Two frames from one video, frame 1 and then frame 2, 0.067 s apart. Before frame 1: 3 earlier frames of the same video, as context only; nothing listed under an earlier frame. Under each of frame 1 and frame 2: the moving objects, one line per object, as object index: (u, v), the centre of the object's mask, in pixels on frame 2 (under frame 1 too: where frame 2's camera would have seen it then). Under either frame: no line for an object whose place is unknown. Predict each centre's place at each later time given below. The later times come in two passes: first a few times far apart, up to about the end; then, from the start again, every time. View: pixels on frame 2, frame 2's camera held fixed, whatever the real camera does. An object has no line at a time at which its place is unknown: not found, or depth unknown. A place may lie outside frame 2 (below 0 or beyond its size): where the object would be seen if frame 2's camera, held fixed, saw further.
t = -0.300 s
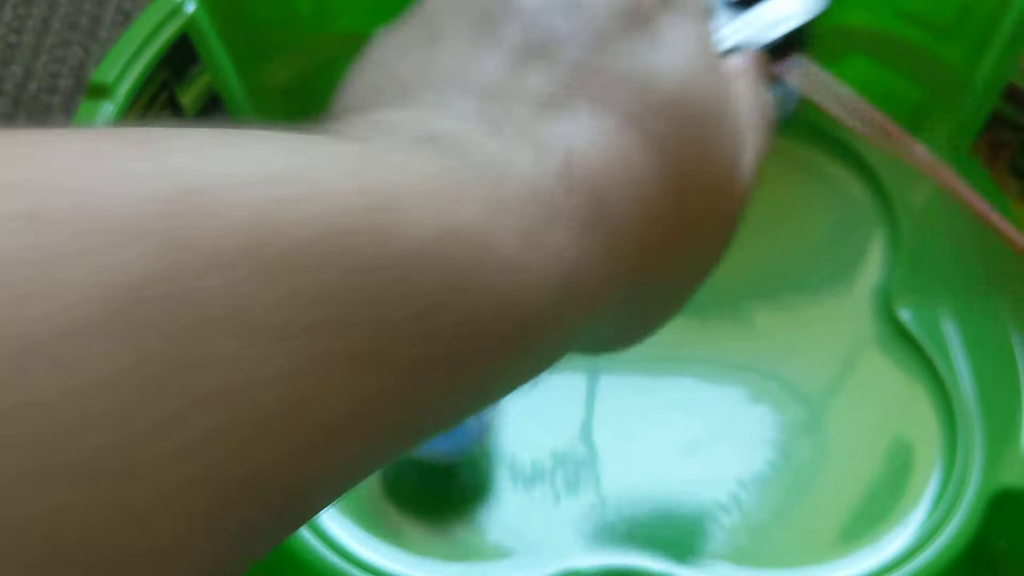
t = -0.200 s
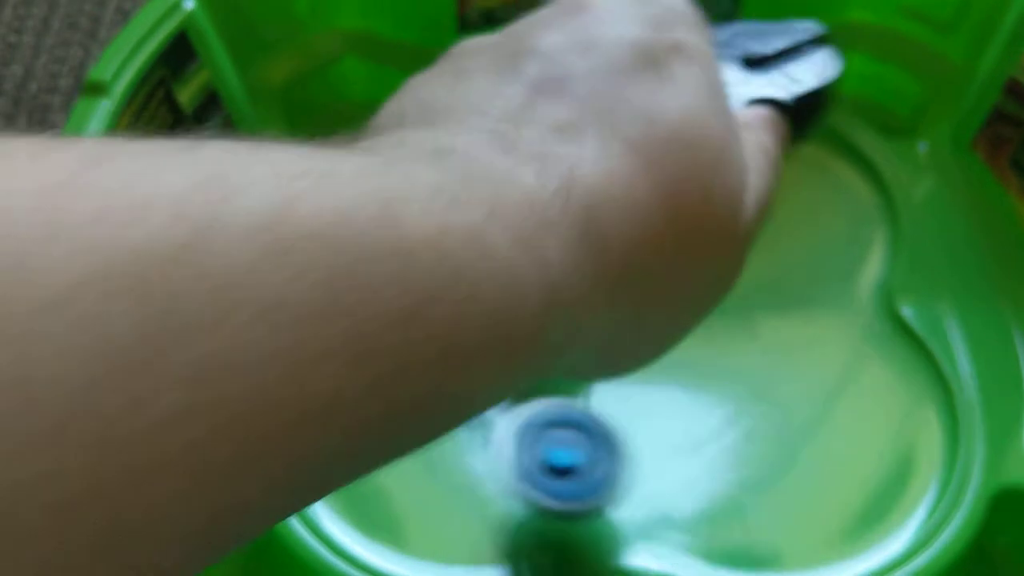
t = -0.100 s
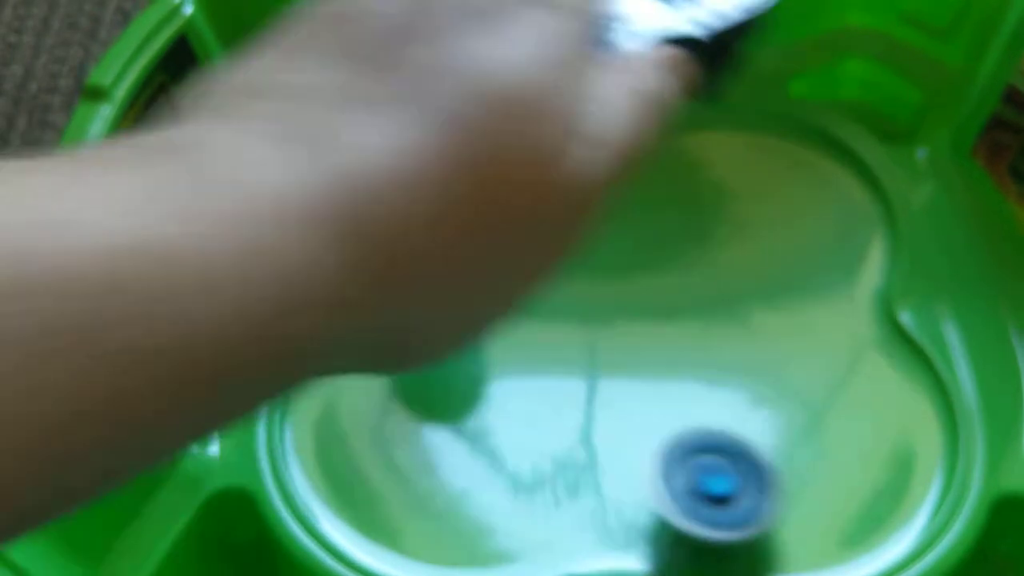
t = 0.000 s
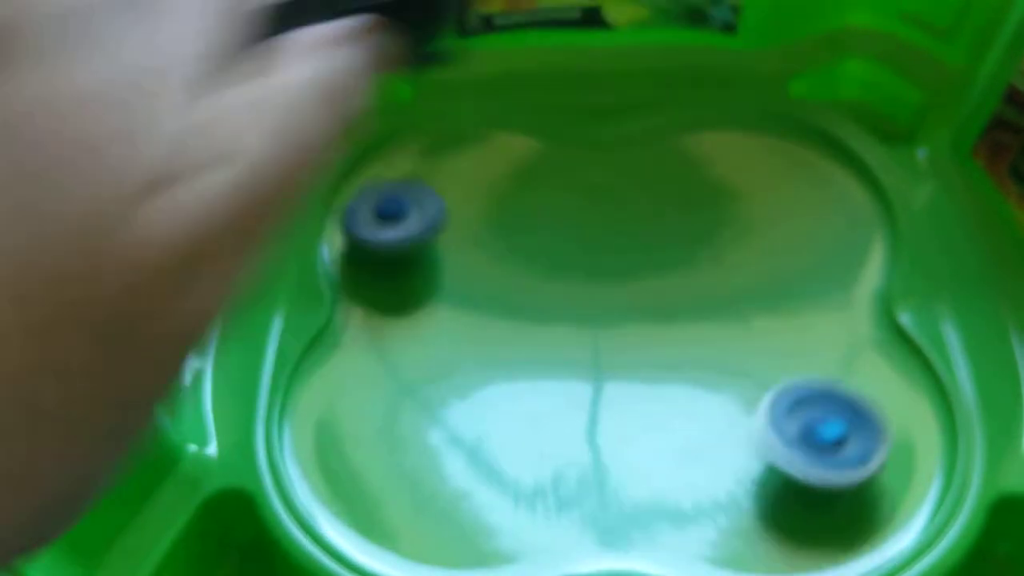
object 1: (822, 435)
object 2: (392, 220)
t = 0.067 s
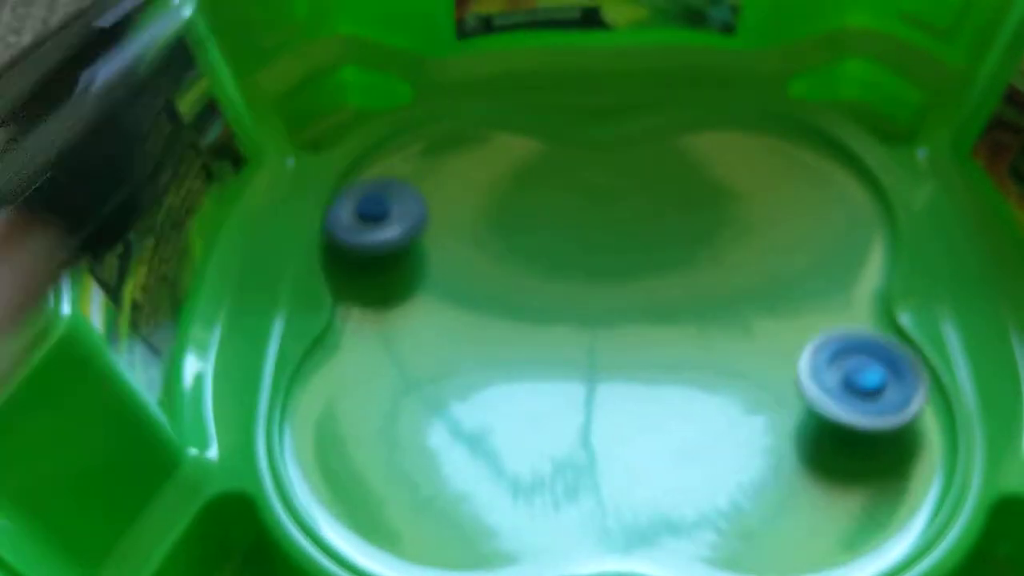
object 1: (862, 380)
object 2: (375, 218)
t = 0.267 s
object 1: (811, 187)
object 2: (430, 246)
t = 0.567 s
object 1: (506, 174)
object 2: (715, 299)
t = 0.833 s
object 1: (340, 407)
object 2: (720, 409)
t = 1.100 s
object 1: (660, 519)
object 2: (515, 321)
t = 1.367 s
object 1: (852, 250)
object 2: (596, 197)
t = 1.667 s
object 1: (673, 60)
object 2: (716, 341)
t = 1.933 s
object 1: (523, 74)
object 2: (490, 417)
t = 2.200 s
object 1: (540, 195)
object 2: (332, 275)
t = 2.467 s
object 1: (918, 151)
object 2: (441, 292)
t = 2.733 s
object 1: (972, 271)
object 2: (640, 325)
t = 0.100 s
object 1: (870, 349)
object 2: (373, 215)
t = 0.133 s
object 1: (872, 317)
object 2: (374, 220)
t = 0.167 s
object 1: (867, 283)
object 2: (381, 222)
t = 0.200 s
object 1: (852, 250)
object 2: (394, 229)
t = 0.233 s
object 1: (834, 217)
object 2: (410, 239)
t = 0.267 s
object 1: (811, 187)
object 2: (430, 246)
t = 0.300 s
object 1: (784, 162)
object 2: (454, 254)
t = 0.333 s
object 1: (752, 140)
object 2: (482, 261)
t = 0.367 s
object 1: (718, 120)
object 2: (513, 269)
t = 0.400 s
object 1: (680, 103)
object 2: (547, 276)
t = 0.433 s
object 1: (644, 97)
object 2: (582, 283)
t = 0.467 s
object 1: (609, 117)
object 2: (618, 287)
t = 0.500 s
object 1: (576, 136)
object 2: (652, 289)
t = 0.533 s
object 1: (542, 155)
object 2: (686, 293)
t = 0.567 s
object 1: (506, 174)
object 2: (715, 299)
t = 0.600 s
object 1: (470, 192)
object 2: (739, 308)
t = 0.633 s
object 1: (433, 213)
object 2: (758, 319)
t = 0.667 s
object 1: (401, 236)
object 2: (771, 334)
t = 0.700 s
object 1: (373, 264)
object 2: (778, 351)
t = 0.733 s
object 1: (353, 294)
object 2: (776, 368)
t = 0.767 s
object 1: (339, 332)
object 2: (765, 385)
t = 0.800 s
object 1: (335, 368)
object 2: (746, 399)
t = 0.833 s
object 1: (340, 407)
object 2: (720, 409)
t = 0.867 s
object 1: (355, 446)
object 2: (688, 414)
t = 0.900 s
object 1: (381, 481)
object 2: (652, 413)
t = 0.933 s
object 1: (417, 512)
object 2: (619, 408)
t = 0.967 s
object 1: (459, 529)
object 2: (590, 397)
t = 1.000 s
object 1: (507, 539)
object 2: (562, 381)
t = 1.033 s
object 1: (563, 541)
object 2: (541, 363)
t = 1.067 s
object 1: (612, 530)
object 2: (525, 343)
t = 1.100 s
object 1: (660, 519)
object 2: (515, 321)
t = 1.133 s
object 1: (706, 494)
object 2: (509, 300)
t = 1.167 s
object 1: (749, 465)
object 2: (508, 281)
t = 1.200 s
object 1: (785, 433)
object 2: (513, 262)
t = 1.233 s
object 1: (815, 399)
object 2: (523, 245)
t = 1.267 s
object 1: (837, 361)
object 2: (537, 228)
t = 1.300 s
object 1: (850, 323)
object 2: (553, 215)
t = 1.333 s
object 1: (855, 285)
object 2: (573, 205)
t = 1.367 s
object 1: (852, 250)
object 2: (596, 197)
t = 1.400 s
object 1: (842, 215)
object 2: (622, 191)
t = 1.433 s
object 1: (826, 185)
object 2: (650, 189)
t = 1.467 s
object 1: (806, 158)
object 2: (679, 190)
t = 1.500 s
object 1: (783, 133)
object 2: (707, 199)
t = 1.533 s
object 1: (772, 102)
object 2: (714, 223)
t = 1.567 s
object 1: (753, 75)
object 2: (723, 249)
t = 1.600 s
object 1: (728, 67)
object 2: (726, 281)
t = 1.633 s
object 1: (700, 64)
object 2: (725, 310)
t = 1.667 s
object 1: (673, 60)
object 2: (716, 341)
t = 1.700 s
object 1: (647, 57)
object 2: (701, 367)
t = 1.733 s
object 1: (619, 60)
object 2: (679, 391)
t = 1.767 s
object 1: (592, 62)
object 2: (650, 411)
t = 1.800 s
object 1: (569, 62)
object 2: (618, 425)
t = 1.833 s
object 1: (551, 63)
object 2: (585, 433)
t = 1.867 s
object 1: (537, 65)
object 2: (551, 433)
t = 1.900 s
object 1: (529, 68)
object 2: (520, 427)
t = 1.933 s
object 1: (523, 74)
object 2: (490, 417)
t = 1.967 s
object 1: (521, 81)
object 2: (463, 400)
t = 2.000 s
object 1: (519, 98)
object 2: (438, 384)
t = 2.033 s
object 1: (517, 115)
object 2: (420, 364)
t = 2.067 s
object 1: (511, 133)
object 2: (407, 341)
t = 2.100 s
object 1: (503, 153)
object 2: (399, 318)
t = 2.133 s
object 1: (495, 175)
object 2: (397, 293)
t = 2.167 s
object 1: (485, 200)
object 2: (400, 269)
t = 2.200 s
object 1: (540, 195)
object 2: (332, 275)
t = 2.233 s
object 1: (613, 180)
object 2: (336, 255)
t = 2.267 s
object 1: (684, 166)
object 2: (341, 252)
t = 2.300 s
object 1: (750, 152)
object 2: (347, 269)
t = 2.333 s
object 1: (805, 141)
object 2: (360, 276)
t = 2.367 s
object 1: (849, 131)
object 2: (373, 284)
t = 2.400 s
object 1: (880, 128)
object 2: (393, 286)
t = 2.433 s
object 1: (902, 138)
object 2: (417, 289)
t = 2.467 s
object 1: (918, 151)
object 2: (441, 292)
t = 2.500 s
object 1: (926, 166)
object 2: (466, 295)
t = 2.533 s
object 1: (937, 182)
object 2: (492, 299)
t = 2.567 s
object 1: (951, 197)
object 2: (518, 303)
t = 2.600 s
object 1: (956, 212)
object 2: (545, 307)
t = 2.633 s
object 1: (963, 229)
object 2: (571, 310)
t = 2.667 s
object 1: (971, 244)
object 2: (596, 315)
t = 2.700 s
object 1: (977, 259)
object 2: (619, 320)
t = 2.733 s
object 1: (972, 271)
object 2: (640, 325)
